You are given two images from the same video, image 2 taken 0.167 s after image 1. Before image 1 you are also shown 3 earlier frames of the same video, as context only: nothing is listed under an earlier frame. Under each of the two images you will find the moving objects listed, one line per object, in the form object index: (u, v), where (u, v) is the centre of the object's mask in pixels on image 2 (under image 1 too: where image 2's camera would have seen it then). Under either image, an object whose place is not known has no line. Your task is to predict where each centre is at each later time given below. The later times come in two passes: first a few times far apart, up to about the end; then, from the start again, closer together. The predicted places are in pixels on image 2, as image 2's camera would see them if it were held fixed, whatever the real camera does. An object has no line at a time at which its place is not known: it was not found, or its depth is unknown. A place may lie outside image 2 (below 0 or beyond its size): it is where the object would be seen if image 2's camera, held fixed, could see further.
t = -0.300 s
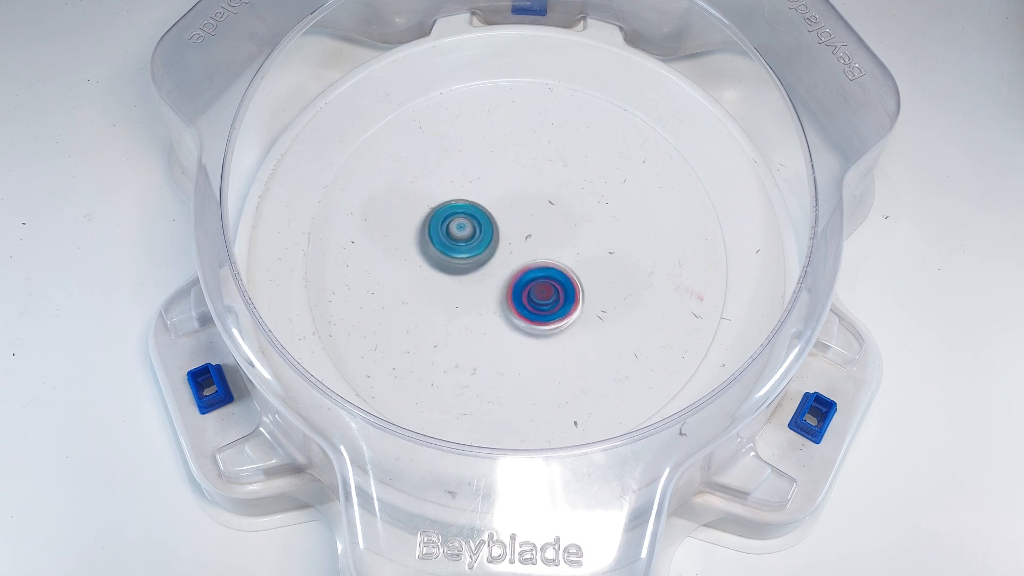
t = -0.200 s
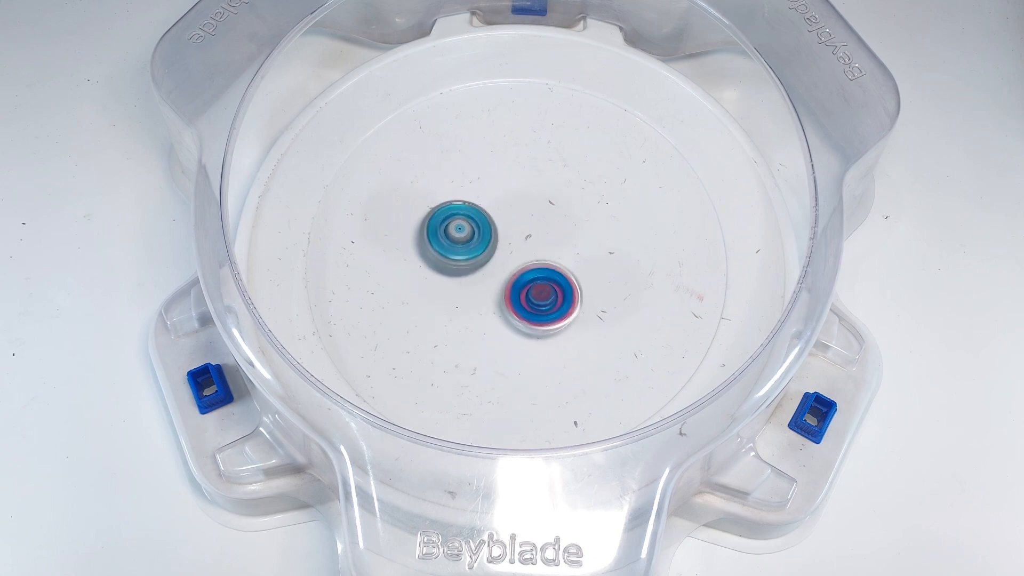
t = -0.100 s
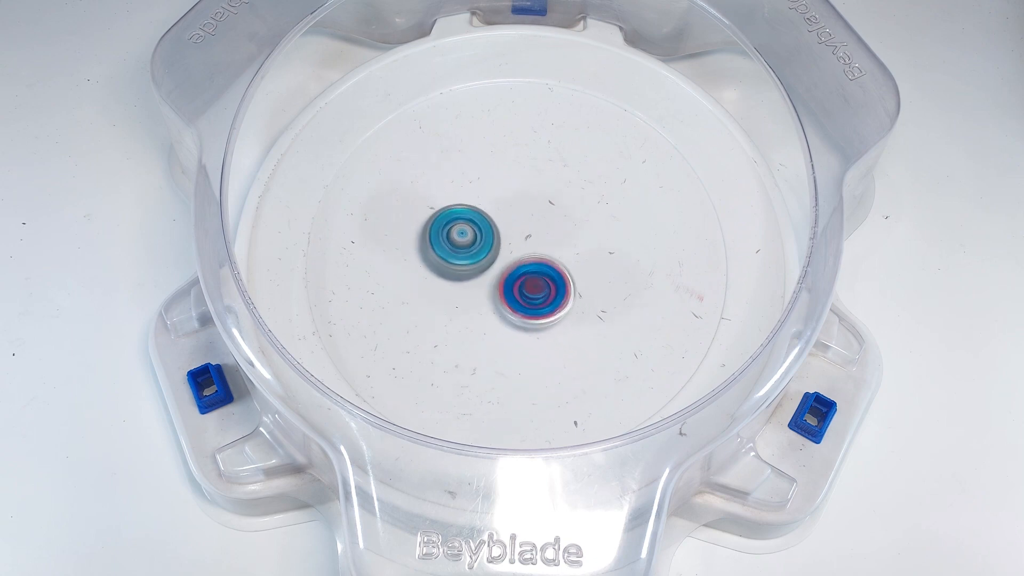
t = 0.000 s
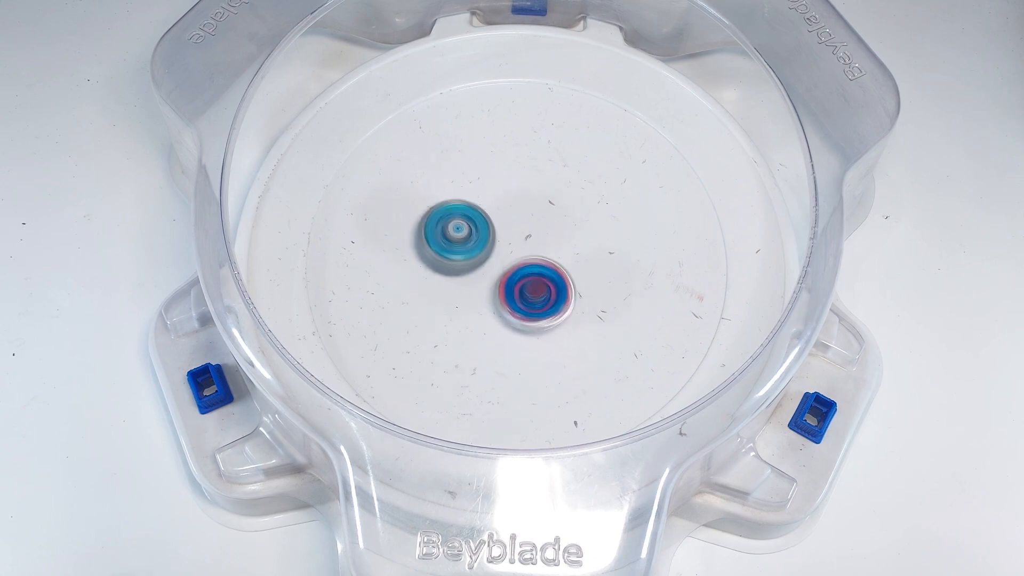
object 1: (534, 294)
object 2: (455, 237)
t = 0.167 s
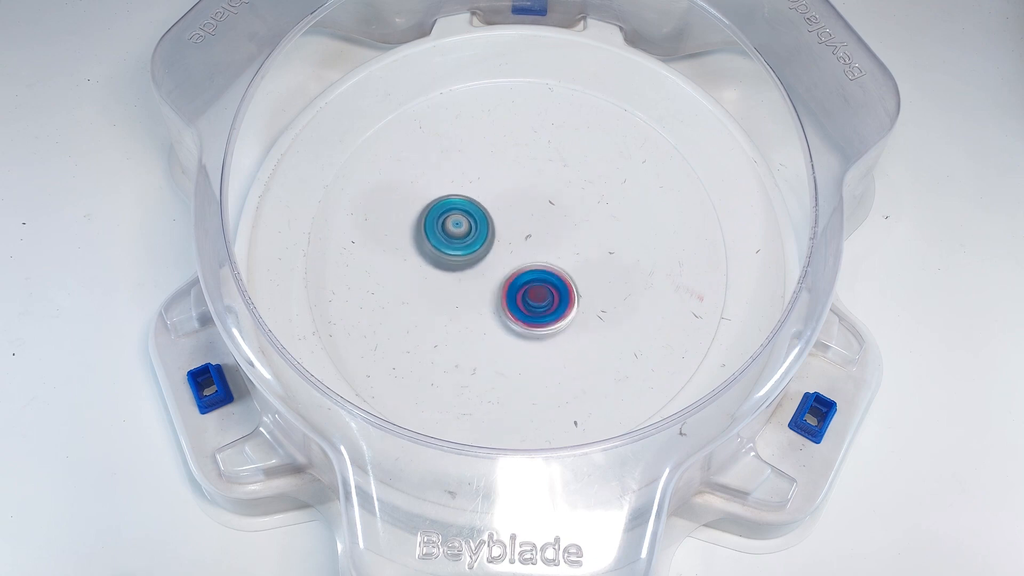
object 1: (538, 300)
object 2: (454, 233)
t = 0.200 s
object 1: (536, 297)
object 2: (456, 233)
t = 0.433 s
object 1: (534, 287)
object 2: (473, 233)
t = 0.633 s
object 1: (613, 314)
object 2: (475, 213)
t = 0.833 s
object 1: (612, 250)
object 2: (488, 221)
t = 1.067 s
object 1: (541, 275)
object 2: (476, 224)
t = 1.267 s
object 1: (537, 330)
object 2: (490, 243)
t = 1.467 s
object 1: (560, 319)
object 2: (509, 261)
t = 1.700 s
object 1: (576, 303)
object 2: (507, 251)
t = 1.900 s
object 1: (602, 322)
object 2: (491, 237)
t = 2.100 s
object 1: (620, 296)
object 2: (480, 241)
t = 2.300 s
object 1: (563, 301)
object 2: (463, 236)
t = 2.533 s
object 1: (622, 335)
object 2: (441, 226)
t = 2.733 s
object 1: (581, 297)
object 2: (448, 231)
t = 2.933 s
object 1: (508, 315)
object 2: (464, 226)
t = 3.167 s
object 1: (512, 351)
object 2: (488, 229)
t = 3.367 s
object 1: (515, 307)
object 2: (508, 233)
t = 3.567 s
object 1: (490, 314)
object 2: (529, 217)
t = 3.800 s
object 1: (479, 287)
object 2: (539, 233)
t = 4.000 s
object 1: (447, 281)
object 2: (551, 247)
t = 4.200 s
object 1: (458, 282)
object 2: (549, 264)
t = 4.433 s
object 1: (446, 258)
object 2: (562, 280)
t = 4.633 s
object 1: (459, 248)
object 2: (551, 285)
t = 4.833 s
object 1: (482, 219)
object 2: (535, 292)
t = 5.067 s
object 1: (488, 199)
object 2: (517, 287)
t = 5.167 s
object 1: (495, 207)
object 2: (510, 282)
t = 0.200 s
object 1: (536, 297)
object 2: (456, 233)
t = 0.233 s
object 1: (535, 293)
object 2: (457, 234)
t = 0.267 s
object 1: (531, 289)
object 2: (459, 235)
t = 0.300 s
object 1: (528, 285)
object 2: (462, 236)
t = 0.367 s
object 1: (531, 287)
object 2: (467, 233)
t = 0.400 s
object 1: (533, 287)
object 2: (469, 233)
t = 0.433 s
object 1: (534, 287)
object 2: (473, 233)
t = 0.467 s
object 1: (534, 286)
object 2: (476, 234)
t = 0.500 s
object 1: (545, 298)
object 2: (474, 228)
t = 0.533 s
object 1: (563, 309)
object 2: (472, 219)
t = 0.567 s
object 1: (579, 317)
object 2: (472, 215)
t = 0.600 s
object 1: (597, 318)
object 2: (473, 213)
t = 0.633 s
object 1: (613, 314)
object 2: (475, 213)
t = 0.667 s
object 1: (626, 306)
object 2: (477, 214)
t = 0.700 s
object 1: (634, 296)
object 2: (480, 215)
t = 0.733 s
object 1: (635, 283)
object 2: (482, 216)
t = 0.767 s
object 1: (633, 271)
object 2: (484, 218)
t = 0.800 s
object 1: (625, 261)
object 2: (486, 219)
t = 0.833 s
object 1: (612, 250)
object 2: (488, 221)
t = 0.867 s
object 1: (597, 245)
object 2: (491, 223)
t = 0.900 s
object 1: (577, 242)
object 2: (493, 225)
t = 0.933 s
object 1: (571, 246)
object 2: (485, 222)
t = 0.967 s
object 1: (564, 252)
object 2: (477, 221)
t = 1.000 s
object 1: (557, 258)
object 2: (475, 221)
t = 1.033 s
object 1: (548, 265)
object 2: (475, 222)
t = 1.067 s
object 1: (541, 275)
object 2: (476, 224)
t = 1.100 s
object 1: (535, 285)
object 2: (477, 226)
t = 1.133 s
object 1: (532, 296)
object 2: (480, 229)
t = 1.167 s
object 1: (530, 306)
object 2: (482, 232)
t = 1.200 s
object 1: (529, 316)
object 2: (485, 236)
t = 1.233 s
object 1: (532, 324)
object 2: (487, 239)
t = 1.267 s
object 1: (537, 330)
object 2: (490, 243)
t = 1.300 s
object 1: (541, 333)
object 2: (493, 246)
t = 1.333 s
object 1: (546, 334)
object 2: (496, 249)
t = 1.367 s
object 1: (552, 333)
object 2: (499, 253)
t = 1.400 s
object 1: (556, 328)
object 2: (503, 256)
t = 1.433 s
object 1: (558, 324)
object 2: (506, 259)
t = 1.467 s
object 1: (560, 319)
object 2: (509, 261)
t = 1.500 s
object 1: (566, 321)
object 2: (507, 256)
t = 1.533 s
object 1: (572, 320)
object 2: (507, 253)
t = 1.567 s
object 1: (575, 316)
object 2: (508, 253)
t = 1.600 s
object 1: (575, 312)
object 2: (510, 254)
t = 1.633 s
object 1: (574, 306)
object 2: (511, 255)
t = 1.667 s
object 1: (576, 305)
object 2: (508, 252)
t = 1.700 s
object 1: (576, 303)
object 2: (507, 251)
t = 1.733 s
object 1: (576, 303)
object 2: (507, 250)
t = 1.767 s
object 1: (575, 301)
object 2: (507, 251)
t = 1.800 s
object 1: (571, 300)
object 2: (507, 252)
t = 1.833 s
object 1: (579, 309)
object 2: (501, 246)
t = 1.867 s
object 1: (590, 318)
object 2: (495, 240)
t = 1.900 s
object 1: (602, 322)
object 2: (491, 237)
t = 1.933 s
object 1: (612, 324)
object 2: (489, 236)
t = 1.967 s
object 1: (621, 322)
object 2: (487, 236)
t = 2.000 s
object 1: (626, 317)
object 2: (485, 237)
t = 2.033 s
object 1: (627, 310)
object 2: (483, 238)
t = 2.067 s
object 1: (625, 303)
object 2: (481, 239)
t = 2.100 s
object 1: (620, 296)
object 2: (480, 241)
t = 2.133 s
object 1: (610, 290)
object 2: (479, 242)
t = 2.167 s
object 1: (597, 285)
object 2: (479, 243)
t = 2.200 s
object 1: (582, 282)
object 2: (478, 245)
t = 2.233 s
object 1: (567, 281)
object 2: (478, 246)
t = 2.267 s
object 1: (552, 283)
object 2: (478, 247)
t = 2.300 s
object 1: (563, 301)
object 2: (463, 236)
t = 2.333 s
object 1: (571, 315)
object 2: (452, 228)
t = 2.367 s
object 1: (581, 325)
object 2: (446, 224)
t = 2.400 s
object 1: (591, 332)
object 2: (443, 223)
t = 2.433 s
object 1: (601, 337)
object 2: (442, 223)
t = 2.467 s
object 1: (610, 338)
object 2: (441, 224)
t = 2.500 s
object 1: (617, 338)
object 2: (441, 225)
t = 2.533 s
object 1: (622, 335)
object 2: (441, 226)
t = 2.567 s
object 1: (624, 329)
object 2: (441, 227)
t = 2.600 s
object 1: (621, 323)
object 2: (442, 227)
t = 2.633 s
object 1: (616, 317)
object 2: (442, 228)
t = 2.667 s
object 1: (607, 309)
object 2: (444, 229)
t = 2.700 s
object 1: (595, 303)
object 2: (445, 230)
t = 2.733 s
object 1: (581, 297)
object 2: (448, 231)
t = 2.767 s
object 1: (567, 294)
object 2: (451, 233)
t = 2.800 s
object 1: (551, 292)
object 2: (455, 234)
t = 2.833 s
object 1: (536, 291)
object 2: (460, 236)
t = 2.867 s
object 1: (522, 293)
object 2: (464, 237)
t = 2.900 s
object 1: (516, 304)
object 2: (463, 230)
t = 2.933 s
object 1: (508, 315)
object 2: (464, 226)
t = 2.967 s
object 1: (504, 325)
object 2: (467, 225)
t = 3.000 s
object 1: (501, 334)
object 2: (471, 224)
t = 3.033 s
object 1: (500, 342)
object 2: (475, 225)
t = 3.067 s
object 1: (501, 349)
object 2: (478, 225)
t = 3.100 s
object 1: (504, 351)
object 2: (482, 226)
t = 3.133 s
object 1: (508, 353)
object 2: (485, 227)
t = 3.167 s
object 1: (512, 351)
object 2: (488, 229)
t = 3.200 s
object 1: (515, 348)
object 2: (491, 230)
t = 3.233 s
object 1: (520, 341)
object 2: (494, 231)
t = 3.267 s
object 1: (520, 333)
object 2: (497, 232)
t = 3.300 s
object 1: (520, 324)
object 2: (501, 234)
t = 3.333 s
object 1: (519, 314)
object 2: (504, 234)
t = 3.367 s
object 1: (515, 307)
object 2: (508, 233)
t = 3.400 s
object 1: (508, 315)
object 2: (513, 221)
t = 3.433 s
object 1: (503, 318)
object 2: (516, 215)
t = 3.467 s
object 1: (500, 318)
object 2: (521, 213)
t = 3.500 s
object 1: (496, 318)
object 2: (524, 214)
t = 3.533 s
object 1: (494, 317)
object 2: (527, 215)
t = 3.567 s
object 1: (490, 314)
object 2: (529, 217)
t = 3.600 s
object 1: (489, 311)
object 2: (531, 218)
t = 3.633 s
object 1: (486, 308)
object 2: (532, 221)
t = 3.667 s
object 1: (485, 304)
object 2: (533, 223)
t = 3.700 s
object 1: (483, 300)
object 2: (534, 226)
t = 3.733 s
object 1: (482, 296)
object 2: (536, 228)
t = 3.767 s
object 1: (480, 291)
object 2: (537, 231)
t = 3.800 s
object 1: (479, 287)
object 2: (539, 233)
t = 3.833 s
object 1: (478, 281)
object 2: (540, 235)
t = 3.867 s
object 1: (472, 279)
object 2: (544, 236)
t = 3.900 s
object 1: (464, 279)
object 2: (546, 239)
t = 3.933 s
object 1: (457, 279)
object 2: (548, 242)
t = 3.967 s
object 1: (451, 280)
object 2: (550, 244)
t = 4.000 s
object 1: (447, 281)
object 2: (551, 247)
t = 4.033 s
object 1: (446, 283)
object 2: (551, 250)
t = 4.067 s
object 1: (445, 284)
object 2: (551, 253)
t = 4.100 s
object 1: (447, 285)
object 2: (551, 256)
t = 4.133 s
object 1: (448, 284)
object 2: (550, 259)
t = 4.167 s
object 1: (453, 284)
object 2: (550, 261)
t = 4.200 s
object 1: (458, 282)
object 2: (549, 264)
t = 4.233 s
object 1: (464, 280)
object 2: (548, 267)
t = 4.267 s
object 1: (466, 276)
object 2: (549, 269)
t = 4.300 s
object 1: (459, 272)
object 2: (558, 272)
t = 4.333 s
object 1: (455, 268)
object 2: (564, 275)
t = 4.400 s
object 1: (448, 261)
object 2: (564, 279)
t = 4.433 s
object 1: (446, 258)
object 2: (562, 280)
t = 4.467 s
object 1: (445, 257)
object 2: (561, 281)
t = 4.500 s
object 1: (445, 255)
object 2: (560, 281)
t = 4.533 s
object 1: (447, 254)
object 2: (558, 282)
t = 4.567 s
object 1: (450, 252)
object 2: (556, 283)
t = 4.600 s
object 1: (455, 250)
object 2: (554, 284)
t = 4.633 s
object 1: (459, 248)
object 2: (551, 285)
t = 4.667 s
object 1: (465, 245)
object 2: (547, 286)
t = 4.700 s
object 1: (472, 242)
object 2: (544, 286)
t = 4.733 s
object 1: (476, 239)
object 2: (541, 286)
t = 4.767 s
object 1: (478, 231)
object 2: (540, 290)
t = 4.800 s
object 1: (479, 225)
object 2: (538, 291)
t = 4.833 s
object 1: (482, 219)
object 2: (535, 292)
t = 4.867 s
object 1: (483, 214)
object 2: (532, 292)
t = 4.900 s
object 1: (484, 209)
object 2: (529, 291)
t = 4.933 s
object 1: (486, 205)
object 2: (527, 290)
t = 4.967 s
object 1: (486, 201)
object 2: (524, 290)
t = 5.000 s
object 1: (487, 199)
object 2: (521, 289)
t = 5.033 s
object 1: (487, 199)
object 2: (519, 288)
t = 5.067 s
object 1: (488, 199)
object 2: (517, 287)
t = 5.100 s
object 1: (490, 202)
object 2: (515, 286)
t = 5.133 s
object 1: (491, 204)
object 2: (513, 284)
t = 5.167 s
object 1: (495, 207)
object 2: (510, 282)
